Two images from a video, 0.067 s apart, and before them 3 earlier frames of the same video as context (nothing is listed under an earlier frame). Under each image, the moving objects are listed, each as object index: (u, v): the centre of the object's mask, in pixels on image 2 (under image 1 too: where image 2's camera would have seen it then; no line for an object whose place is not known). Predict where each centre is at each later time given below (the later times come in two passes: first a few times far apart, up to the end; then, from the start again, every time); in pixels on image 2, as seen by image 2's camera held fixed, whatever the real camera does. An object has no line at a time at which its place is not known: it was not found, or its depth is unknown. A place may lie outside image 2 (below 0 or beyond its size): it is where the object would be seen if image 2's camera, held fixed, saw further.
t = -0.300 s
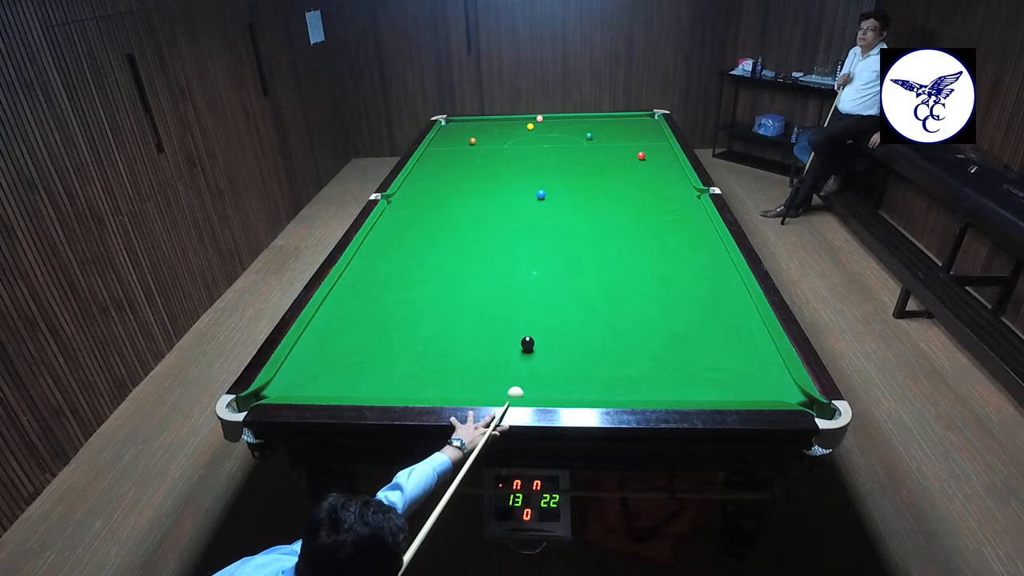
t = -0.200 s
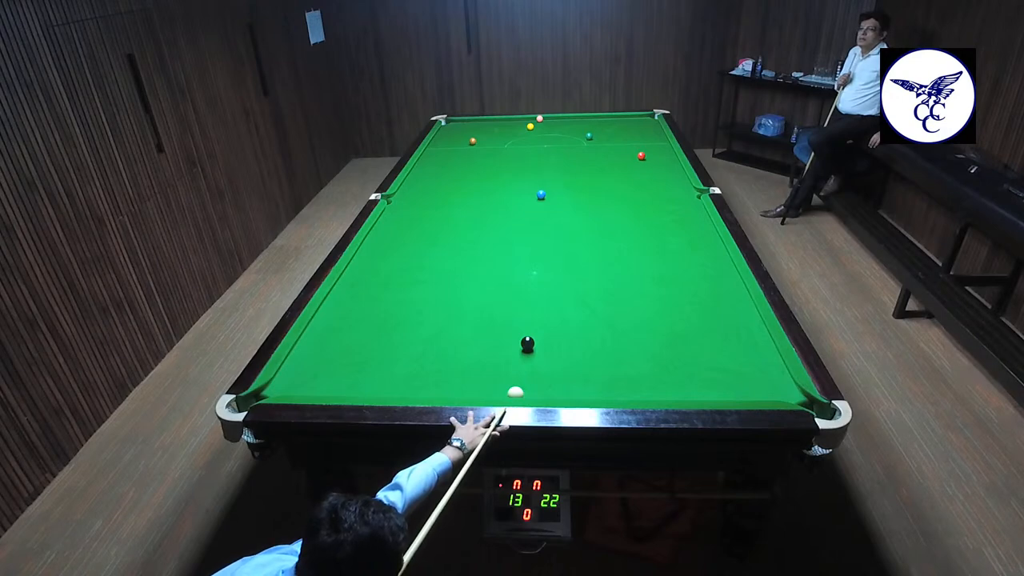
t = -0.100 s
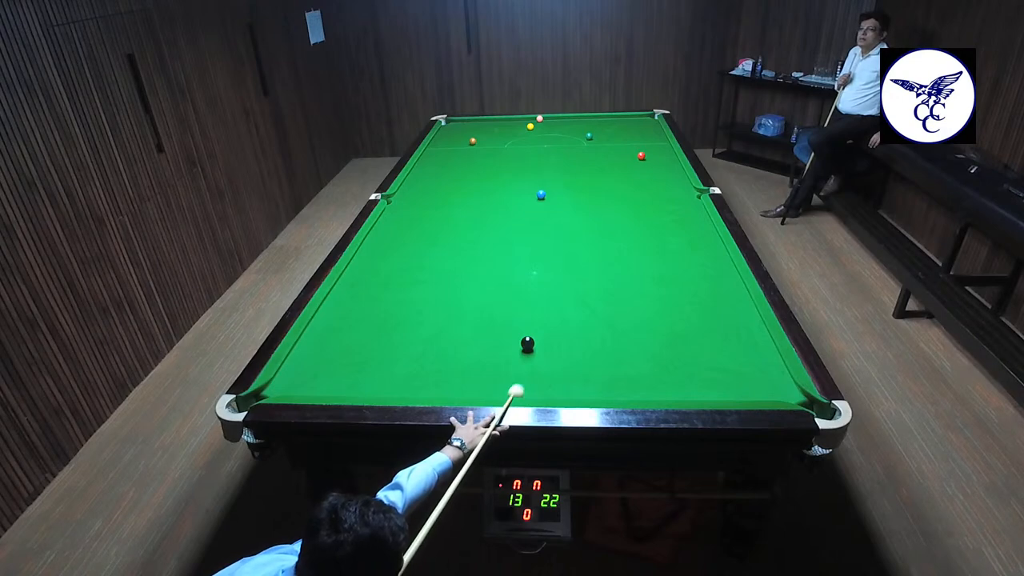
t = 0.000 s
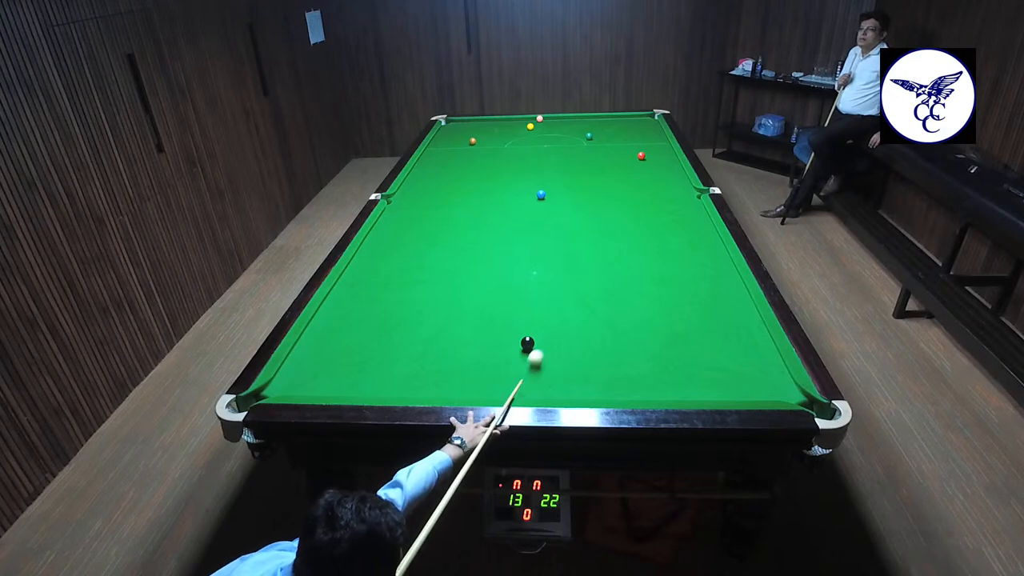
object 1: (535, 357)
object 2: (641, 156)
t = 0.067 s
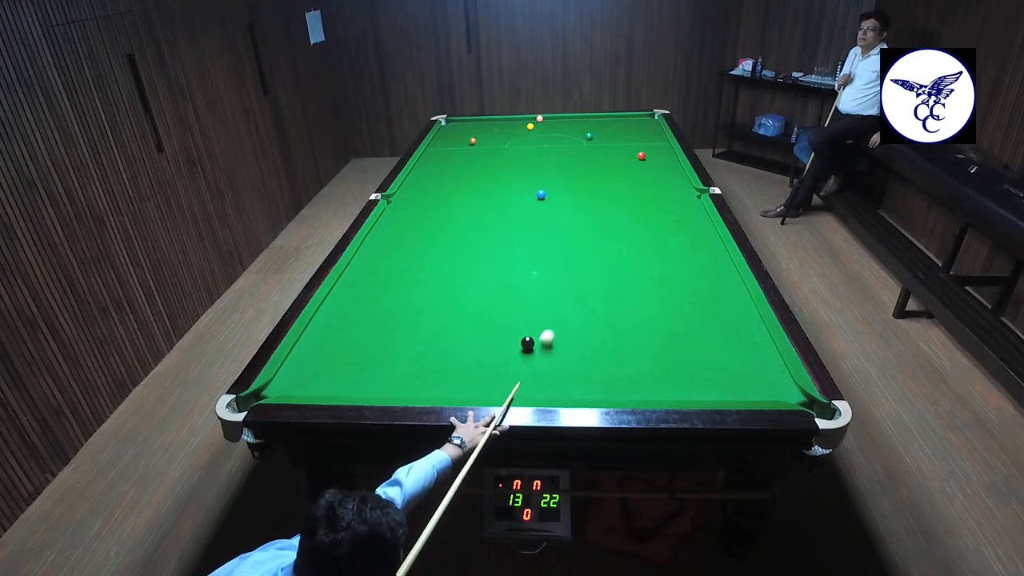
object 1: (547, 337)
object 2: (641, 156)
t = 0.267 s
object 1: (575, 286)
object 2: (641, 156)
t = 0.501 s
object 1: (601, 241)
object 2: (641, 155)
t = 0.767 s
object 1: (622, 202)
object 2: (641, 156)
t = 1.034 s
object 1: (639, 172)
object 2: (641, 155)
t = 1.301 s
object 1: (661, 152)
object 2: (632, 153)
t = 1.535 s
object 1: (652, 142)
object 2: (618, 148)
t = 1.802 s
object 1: (629, 134)
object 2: (602, 143)
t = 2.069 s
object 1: (609, 127)
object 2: (588, 139)
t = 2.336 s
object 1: (591, 121)
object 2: (573, 135)
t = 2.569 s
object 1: (577, 117)
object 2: (562, 133)
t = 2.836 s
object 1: (564, 122)
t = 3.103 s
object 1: (550, 126)
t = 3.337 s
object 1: (539, 130)
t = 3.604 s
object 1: (525, 135)
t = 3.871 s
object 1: (512, 139)
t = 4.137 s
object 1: (499, 143)
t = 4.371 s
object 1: (487, 147)
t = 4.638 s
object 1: (475, 151)
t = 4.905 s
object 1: (463, 156)
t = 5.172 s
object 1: (451, 160)
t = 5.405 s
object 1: (441, 163)
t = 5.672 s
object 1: (429, 167)
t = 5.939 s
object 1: (419, 171)
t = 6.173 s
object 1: (412, 174)
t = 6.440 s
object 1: (415, 176)
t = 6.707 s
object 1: (418, 177)
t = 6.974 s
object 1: (421, 179)
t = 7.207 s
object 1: (423, 180)
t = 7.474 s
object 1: (425, 181)
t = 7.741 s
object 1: (426, 182)
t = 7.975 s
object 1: (427, 183)
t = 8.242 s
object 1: (428, 183)
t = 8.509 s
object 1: (428, 184)
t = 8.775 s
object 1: (428, 184)
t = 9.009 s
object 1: (428, 184)
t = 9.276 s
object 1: (428, 184)
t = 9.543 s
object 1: (428, 184)
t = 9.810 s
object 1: (428, 184)
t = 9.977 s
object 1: (428, 184)
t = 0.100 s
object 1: (552, 327)
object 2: (641, 155)
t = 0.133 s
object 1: (558, 318)
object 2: (641, 155)
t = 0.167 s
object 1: (562, 310)
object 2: (641, 155)
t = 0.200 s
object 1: (567, 301)
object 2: (641, 155)
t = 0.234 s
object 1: (571, 293)
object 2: (641, 155)
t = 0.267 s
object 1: (575, 286)
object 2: (641, 156)
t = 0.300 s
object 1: (579, 278)
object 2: (641, 156)
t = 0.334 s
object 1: (584, 271)
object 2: (641, 155)
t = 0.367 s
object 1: (587, 265)
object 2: (641, 155)
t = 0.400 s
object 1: (591, 258)
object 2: (641, 155)
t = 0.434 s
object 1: (595, 252)
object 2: (641, 156)
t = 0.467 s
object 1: (598, 246)
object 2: (641, 155)
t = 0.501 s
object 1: (601, 241)
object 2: (641, 155)
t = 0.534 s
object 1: (604, 235)
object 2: (641, 155)
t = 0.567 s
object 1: (607, 230)
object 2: (641, 155)
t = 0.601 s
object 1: (609, 225)
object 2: (641, 156)
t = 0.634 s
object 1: (612, 220)
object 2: (641, 156)
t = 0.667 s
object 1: (615, 215)
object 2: (641, 156)
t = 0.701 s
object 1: (617, 211)
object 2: (641, 156)
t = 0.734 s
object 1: (620, 206)
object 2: (641, 156)
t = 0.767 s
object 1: (622, 202)
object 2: (641, 156)
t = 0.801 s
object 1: (624, 198)
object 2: (641, 156)
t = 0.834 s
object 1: (627, 194)
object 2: (642, 156)
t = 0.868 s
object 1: (629, 190)
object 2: (642, 156)
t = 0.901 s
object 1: (631, 186)
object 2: (641, 156)
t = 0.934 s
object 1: (633, 182)
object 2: (642, 156)
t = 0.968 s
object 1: (635, 179)
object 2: (641, 155)
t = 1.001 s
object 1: (637, 176)
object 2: (641, 155)
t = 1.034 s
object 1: (639, 172)
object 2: (641, 155)
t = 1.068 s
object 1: (640, 169)
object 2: (642, 155)
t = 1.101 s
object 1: (642, 166)
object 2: (641, 155)
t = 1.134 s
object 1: (644, 163)
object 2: (641, 155)
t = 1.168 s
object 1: (645, 160)
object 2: (641, 154)
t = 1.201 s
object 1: (648, 157)
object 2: (640, 155)
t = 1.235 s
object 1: (652, 156)
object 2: (638, 154)
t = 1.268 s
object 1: (657, 154)
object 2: (635, 153)
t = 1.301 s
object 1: (661, 152)
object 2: (632, 153)
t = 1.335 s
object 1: (665, 150)
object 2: (630, 152)
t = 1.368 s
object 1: (668, 148)
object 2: (628, 151)
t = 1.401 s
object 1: (666, 147)
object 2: (626, 151)
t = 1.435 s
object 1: (662, 146)
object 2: (624, 150)
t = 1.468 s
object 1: (658, 145)
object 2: (622, 149)
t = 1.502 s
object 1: (655, 144)
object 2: (620, 149)
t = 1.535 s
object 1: (652, 142)
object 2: (618, 148)
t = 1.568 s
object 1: (649, 141)
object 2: (615, 147)
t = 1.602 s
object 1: (646, 140)
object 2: (614, 147)
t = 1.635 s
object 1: (643, 139)
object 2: (612, 146)
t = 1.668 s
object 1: (640, 138)
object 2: (610, 146)
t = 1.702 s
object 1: (638, 137)
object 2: (608, 145)
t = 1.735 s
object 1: (635, 136)
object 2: (606, 144)
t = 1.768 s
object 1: (632, 135)
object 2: (604, 144)
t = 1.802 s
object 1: (629, 134)
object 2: (602, 143)
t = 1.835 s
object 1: (627, 133)
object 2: (600, 142)
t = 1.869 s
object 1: (624, 133)
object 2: (598, 142)
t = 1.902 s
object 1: (622, 132)
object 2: (597, 141)
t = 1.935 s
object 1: (619, 131)
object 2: (595, 141)
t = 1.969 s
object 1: (617, 130)
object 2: (593, 140)
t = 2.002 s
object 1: (614, 129)
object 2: (591, 140)
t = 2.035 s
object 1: (612, 128)
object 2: (590, 139)
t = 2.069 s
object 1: (609, 127)
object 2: (588, 139)
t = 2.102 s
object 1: (607, 126)
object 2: (586, 138)
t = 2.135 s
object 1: (605, 125)
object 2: (584, 138)
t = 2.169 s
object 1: (602, 125)
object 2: (582, 137)
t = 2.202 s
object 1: (600, 124)
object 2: (580, 137)
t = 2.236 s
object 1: (598, 123)
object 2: (579, 136)
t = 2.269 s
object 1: (596, 122)
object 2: (577, 136)
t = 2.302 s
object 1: (593, 122)
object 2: (575, 136)
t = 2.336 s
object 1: (591, 121)
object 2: (573, 135)
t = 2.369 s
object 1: (589, 120)
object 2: (571, 135)
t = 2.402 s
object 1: (587, 119)
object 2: (570, 135)
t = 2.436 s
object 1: (585, 118)
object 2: (568, 134)
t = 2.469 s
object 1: (583, 118)
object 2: (566, 134)
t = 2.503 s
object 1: (581, 117)
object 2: (565, 133)
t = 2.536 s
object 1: (579, 117)
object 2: (563, 133)
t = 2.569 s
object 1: (577, 117)
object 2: (562, 133)
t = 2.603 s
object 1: (576, 118)
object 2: (560, 133)
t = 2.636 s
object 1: (574, 119)
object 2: (558, 132)
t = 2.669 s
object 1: (573, 119)
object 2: (557, 132)
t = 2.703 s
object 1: (571, 120)
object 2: (555, 132)
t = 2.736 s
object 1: (569, 120)
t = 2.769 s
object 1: (567, 121)
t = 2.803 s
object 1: (566, 121)
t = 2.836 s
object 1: (564, 122)
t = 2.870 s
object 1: (562, 122)
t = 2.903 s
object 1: (560, 123)
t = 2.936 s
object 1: (559, 123)
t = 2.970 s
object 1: (557, 124)
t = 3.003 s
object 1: (555, 125)
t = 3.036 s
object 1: (554, 125)
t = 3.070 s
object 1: (552, 126)
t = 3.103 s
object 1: (550, 126)
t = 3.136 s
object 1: (549, 127)
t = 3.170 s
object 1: (547, 127)
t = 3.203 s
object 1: (545, 128)
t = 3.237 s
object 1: (544, 129)
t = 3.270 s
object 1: (542, 129)
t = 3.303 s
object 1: (540, 130)
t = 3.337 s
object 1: (539, 130)
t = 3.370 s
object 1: (537, 131)
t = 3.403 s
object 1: (535, 131)
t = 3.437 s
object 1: (534, 132)
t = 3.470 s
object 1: (532, 133)
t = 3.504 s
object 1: (530, 133)
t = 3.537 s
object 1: (528, 134)
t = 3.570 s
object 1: (527, 134)
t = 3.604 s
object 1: (525, 135)
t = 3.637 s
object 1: (523, 135)
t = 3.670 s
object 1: (522, 136)
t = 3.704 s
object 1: (520, 136)
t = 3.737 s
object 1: (518, 137)
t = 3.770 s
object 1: (517, 138)
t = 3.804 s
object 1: (515, 138)
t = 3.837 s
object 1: (513, 139)
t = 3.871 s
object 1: (512, 139)
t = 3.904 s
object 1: (510, 140)
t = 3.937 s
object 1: (508, 140)
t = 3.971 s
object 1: (507, 141)
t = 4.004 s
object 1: (505, 141)
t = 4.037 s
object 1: (503, 142)
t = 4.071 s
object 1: (502, 142)
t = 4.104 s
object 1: (500, 143)
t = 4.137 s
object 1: (499, 143)
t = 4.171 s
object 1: (497, 144)
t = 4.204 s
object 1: (495, 144)
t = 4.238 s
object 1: (494, 145)
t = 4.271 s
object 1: (492, 145)
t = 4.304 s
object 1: (491, 146)
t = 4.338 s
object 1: (489, 147)
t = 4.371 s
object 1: (487, 147)
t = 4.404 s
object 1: (486, 148)
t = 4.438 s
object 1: (484, 148)
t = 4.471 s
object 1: (483, 149)
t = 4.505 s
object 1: (481, 149)
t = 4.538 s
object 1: (479, 150)
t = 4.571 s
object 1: (478, 150)
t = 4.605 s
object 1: (476, 151)
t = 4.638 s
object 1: (475, 151)
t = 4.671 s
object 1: (473, 152)
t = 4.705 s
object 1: (472, 152)
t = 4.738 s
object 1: (470, 153)
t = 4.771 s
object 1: (469, 153)
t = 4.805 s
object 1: (467, 154)
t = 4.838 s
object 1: (466, 154)
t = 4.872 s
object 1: (464, 155)
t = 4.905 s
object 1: (463, 156)
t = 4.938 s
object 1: (461, 156)
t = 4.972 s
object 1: (459, 156)
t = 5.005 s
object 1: (458, 157)
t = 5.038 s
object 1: (457, 158)
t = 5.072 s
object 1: (455, 158)
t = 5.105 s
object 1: (454, 159)
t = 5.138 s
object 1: (452, 159)
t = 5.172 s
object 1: (451, 160)
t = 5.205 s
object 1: (449, 160)
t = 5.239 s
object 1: (448, 161)
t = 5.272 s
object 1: (446, 161)
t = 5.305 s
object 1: (445, 162)
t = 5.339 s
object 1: (443, 162)
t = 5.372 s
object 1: (442, 163)
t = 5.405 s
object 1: (441, 163)
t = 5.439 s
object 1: (439, 164)
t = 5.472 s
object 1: (438, 164)
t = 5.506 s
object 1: (436, 165)
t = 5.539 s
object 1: (435, 165)
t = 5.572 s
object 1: (434, 166)
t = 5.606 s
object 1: (432, 166)
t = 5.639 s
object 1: (431, 167)
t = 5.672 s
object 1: (429, 167)
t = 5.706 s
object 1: (428, 167)
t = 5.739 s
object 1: (427, 168)
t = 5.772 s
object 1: (425, 168)
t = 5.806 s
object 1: (424, 169)
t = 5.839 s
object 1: (423, 169)
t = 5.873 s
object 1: (421, 170)
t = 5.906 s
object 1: (420, 170)
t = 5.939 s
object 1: (419, 171)
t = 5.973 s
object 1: (418, 171)
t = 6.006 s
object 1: (416, 172)
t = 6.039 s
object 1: (415, 172)
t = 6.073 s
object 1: (414, 172)
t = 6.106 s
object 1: (413, 173)
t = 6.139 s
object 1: (411, 173)
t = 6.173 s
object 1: (412, 174)
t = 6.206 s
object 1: (412, 174)
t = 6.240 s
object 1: (413, 174)
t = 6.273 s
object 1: (413, 174)
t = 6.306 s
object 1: (413, 175)
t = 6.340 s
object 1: (414, 175)
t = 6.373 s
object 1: (414, 175)
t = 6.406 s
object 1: (414, 175)
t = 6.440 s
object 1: (415, 176)
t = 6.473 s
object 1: (415, 176)
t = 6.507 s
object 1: (416, 176)
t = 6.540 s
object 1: (416, 176)
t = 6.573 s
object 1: (417, 176)
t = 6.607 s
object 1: (417, 177)
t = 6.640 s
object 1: (417, 177)
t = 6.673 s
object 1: (418, 177)
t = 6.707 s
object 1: (418, 177)
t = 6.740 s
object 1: (418, 178)
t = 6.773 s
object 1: (419, 178)
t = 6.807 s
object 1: (419, 178)
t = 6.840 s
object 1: (419, 178)
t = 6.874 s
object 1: (420, 178)
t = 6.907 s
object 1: (420, 179)
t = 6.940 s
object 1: (420, 179)
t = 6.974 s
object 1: (421, 179)
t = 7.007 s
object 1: (421, 179)
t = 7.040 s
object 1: (421, 179)
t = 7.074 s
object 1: (422, 179)
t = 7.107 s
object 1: (422, 180)
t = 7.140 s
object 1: (422, 180)
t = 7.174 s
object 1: (423, 180)
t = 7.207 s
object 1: (423, 180)
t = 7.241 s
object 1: (423, 180)
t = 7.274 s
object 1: (423, 180)
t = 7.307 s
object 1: (424, 181)
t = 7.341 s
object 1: (424, 181)
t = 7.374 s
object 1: (424, 181)
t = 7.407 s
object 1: (424, 181)
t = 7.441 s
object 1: (424, 181)
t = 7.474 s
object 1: (425, 181)
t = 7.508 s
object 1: (425, 181)
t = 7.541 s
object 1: (425, 182)
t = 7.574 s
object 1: (425, 182)
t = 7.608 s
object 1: (425, 182)
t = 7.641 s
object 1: (426, 182)
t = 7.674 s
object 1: (426, 182)
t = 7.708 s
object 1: (426, 182)
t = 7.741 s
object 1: (426, 182)
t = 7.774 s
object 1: (426, 182)
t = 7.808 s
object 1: (427, 182)
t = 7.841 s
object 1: (427, 182)
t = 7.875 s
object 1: (427, 183)
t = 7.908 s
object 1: (427, 183)
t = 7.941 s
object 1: (427, 183)
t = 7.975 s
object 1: (427, 183)
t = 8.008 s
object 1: (427, 183)
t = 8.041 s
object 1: (428, 183)
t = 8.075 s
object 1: (428, 183)
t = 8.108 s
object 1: (428, 183)
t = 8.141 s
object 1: (428, 183)
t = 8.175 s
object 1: (428, 183)
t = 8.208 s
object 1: (428, 183)
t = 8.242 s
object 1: (428, 183)
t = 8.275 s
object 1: (428, 183)
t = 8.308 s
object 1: (428, 183)
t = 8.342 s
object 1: (428, 183)
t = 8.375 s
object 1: (428, 183)
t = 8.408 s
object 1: (428, 183)
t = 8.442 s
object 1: (428, 184)
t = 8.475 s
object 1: (428, 184)
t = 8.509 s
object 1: (428, 184)
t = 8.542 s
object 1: (428, 184)
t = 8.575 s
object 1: (428, 184)
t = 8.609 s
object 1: (428, 184)
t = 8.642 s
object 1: (428, 184)
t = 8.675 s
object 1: (428, 184)
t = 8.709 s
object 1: (428, 184)
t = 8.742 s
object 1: (428, 184)
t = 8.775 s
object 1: (428, 184)
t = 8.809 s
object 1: (428, 184)
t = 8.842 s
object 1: (428, 184)
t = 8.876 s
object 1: (428, 184)
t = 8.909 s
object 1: (428, 184)
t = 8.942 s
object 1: (428, 184)
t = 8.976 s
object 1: (428, 184)
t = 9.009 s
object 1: (428, 184)
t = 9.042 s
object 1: (428, 184)
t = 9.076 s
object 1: (428, 184)
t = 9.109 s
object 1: (428, 184)
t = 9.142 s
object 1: (428, 184)
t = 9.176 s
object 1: (428, 184)
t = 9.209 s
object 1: (428, 184)
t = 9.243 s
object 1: (428, 184)
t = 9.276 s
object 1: (428, 184)
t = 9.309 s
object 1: (428, 184)
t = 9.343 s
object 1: (428, 184)
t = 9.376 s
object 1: (428, 184)
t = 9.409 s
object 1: (428, 184)
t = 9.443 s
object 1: (428, 184)
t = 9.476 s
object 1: (428, 184)
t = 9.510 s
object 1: (428, 184)
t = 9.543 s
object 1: (428, 184)
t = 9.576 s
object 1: (428, 184)
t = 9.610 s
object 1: (428, 184)
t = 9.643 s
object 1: (428, 184)
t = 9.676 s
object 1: (428, 184)
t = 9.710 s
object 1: (428, 184)
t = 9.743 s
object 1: (428, 184)
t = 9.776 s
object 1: (428, 184)
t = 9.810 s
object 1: (428, 184)
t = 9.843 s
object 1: (428, 184)
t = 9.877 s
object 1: (428, 184)
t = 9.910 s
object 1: (428, 184)
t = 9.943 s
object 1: (428, 184)
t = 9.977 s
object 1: (428, 184)
